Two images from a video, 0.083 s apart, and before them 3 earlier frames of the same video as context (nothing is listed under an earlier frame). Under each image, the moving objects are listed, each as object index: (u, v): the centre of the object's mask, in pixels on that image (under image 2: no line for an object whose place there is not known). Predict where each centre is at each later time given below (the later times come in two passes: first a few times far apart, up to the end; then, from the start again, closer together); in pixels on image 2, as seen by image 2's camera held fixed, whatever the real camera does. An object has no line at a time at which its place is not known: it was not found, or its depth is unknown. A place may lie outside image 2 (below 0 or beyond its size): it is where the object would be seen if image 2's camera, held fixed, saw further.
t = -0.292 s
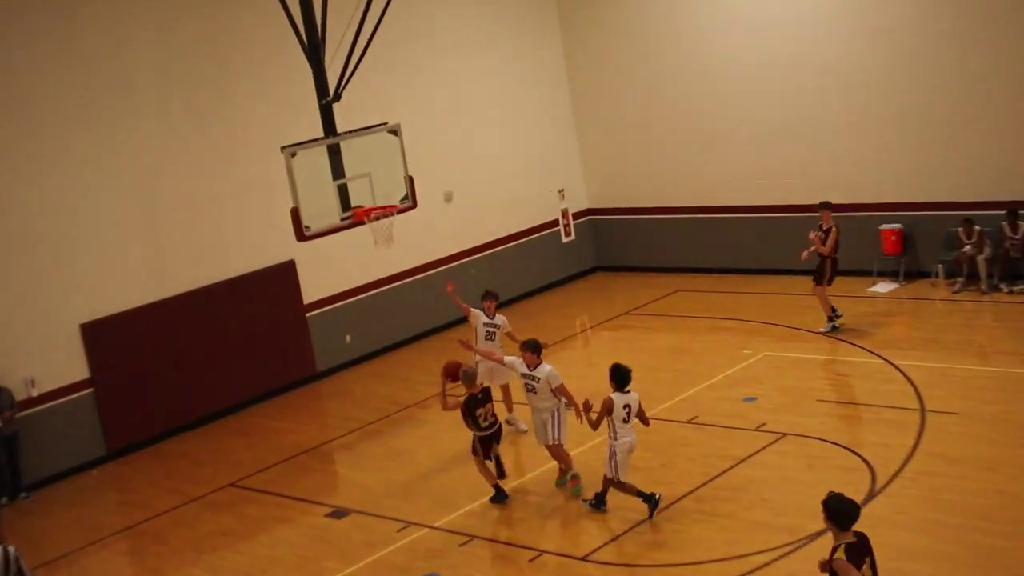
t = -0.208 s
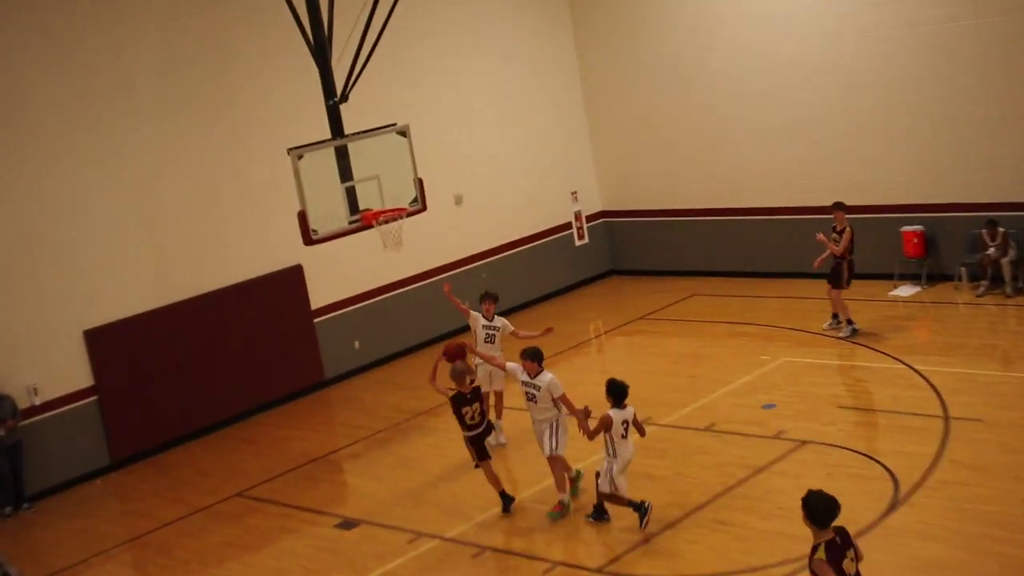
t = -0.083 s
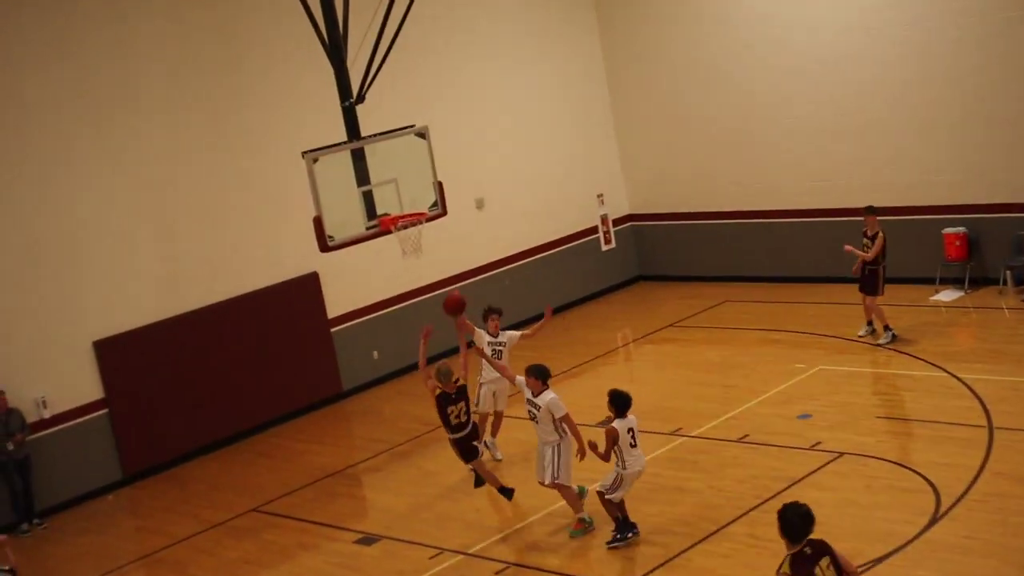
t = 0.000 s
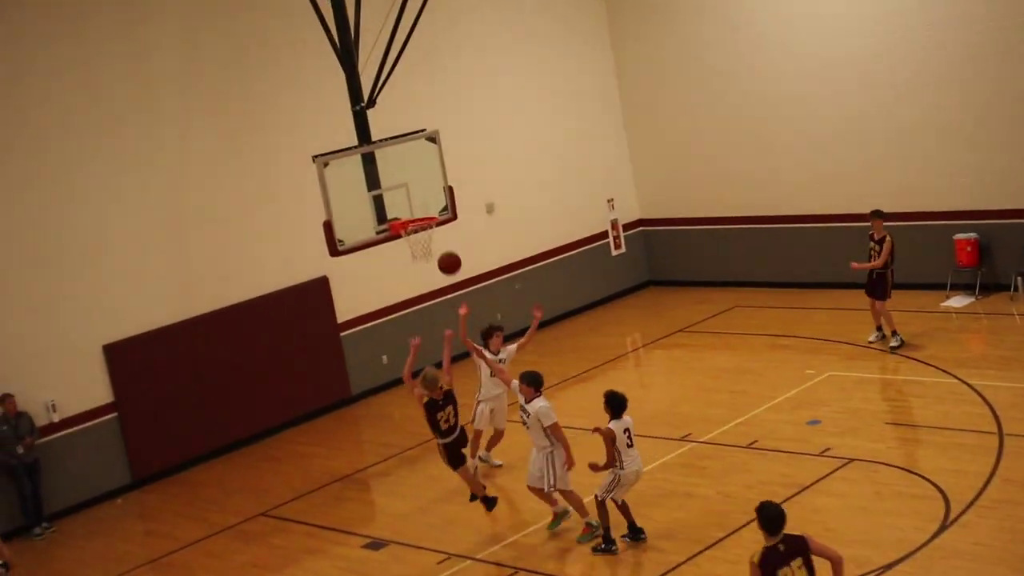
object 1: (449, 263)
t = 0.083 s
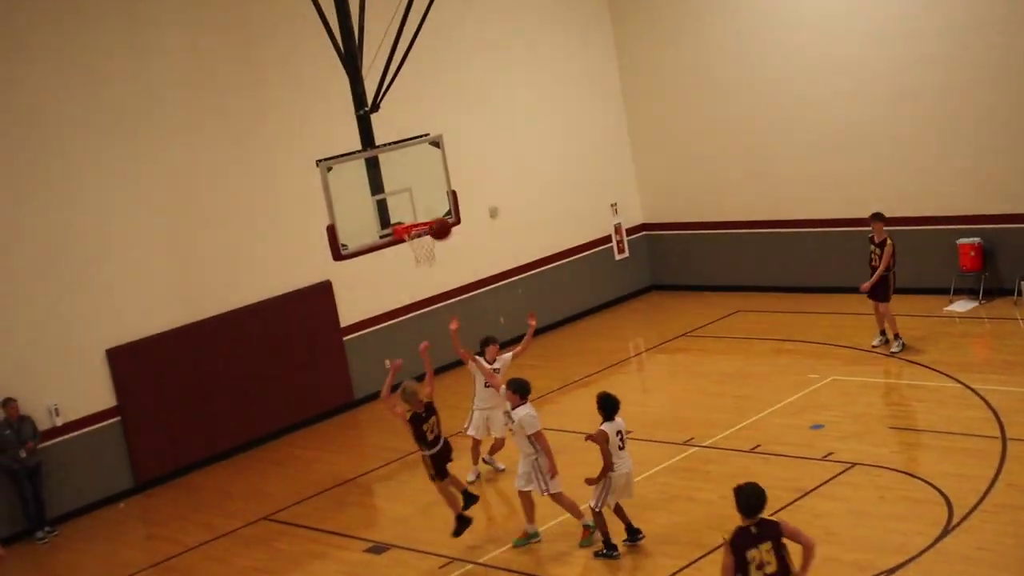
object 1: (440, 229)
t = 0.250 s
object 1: (417, 174)
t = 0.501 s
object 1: (394, 139)
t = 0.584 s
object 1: (390, 141)
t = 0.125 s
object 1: (434, 215)
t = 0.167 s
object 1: (427, 197)
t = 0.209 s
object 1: (423, 187)
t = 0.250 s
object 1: (417, 174)
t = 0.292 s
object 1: (413, 165)
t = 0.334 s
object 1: (408, 155)
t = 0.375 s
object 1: (405, 150)
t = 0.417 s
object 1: (400, 144)
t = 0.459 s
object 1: (398, 141)
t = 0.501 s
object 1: (394, 139)
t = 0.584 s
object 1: (390, 141)
